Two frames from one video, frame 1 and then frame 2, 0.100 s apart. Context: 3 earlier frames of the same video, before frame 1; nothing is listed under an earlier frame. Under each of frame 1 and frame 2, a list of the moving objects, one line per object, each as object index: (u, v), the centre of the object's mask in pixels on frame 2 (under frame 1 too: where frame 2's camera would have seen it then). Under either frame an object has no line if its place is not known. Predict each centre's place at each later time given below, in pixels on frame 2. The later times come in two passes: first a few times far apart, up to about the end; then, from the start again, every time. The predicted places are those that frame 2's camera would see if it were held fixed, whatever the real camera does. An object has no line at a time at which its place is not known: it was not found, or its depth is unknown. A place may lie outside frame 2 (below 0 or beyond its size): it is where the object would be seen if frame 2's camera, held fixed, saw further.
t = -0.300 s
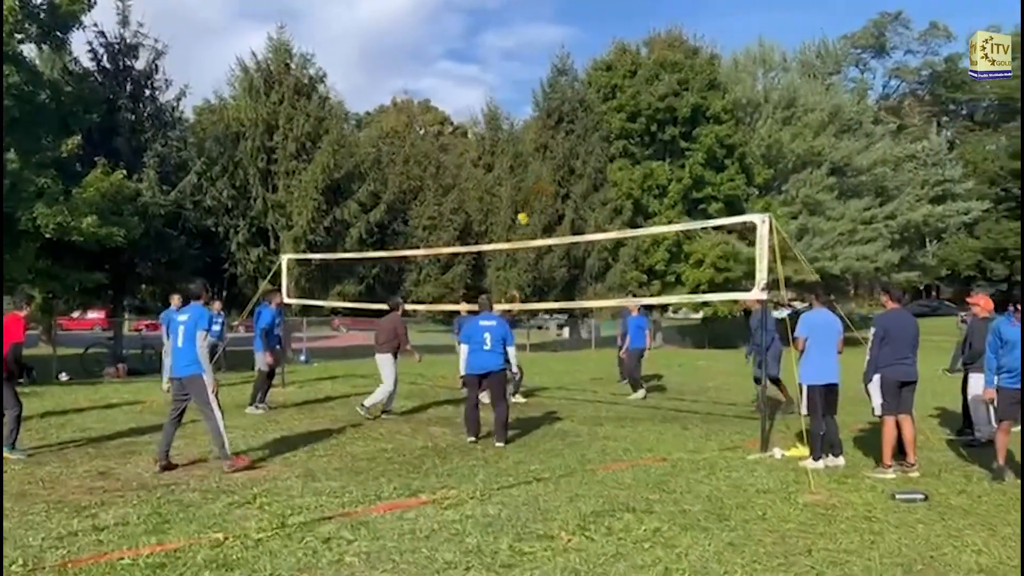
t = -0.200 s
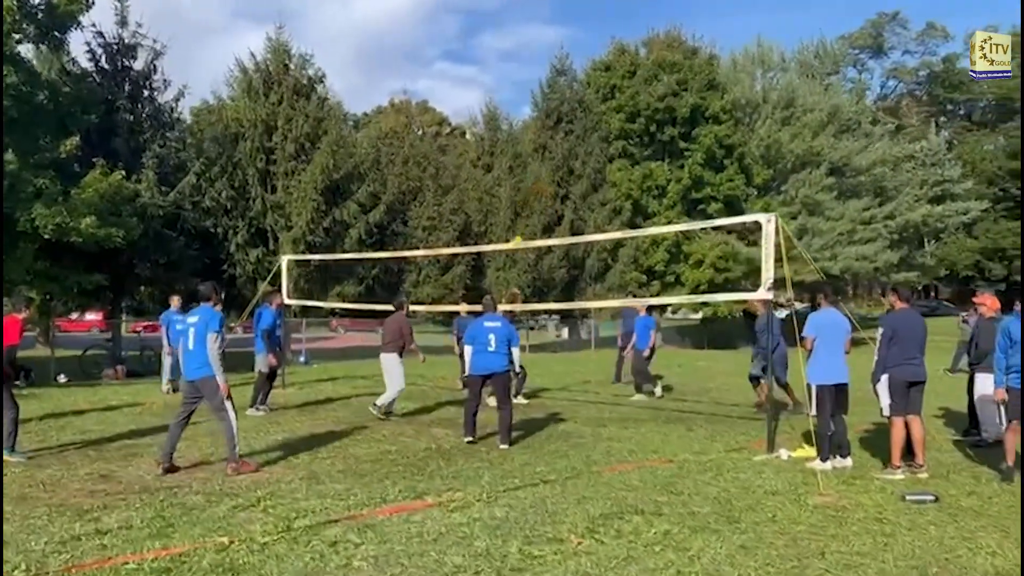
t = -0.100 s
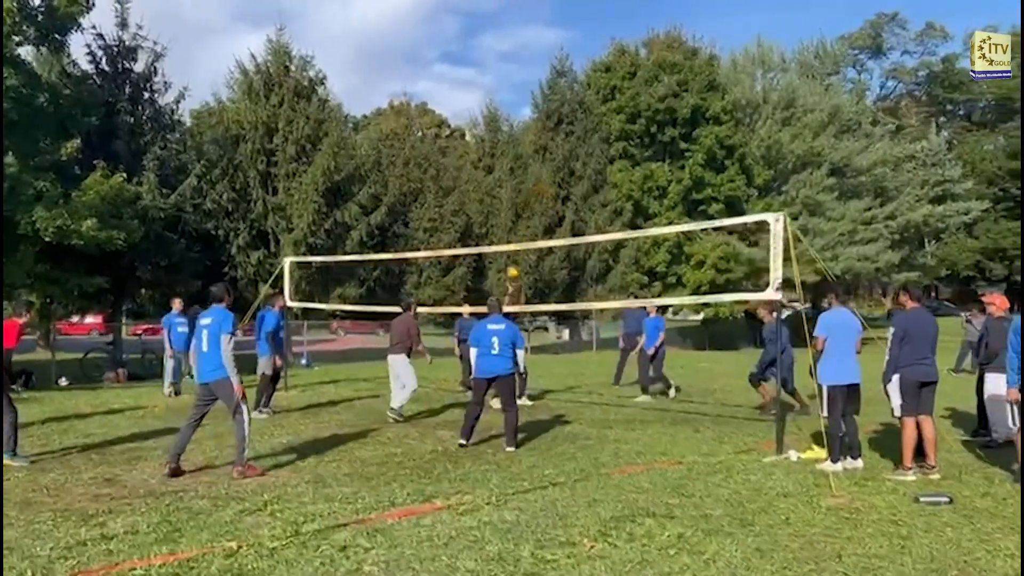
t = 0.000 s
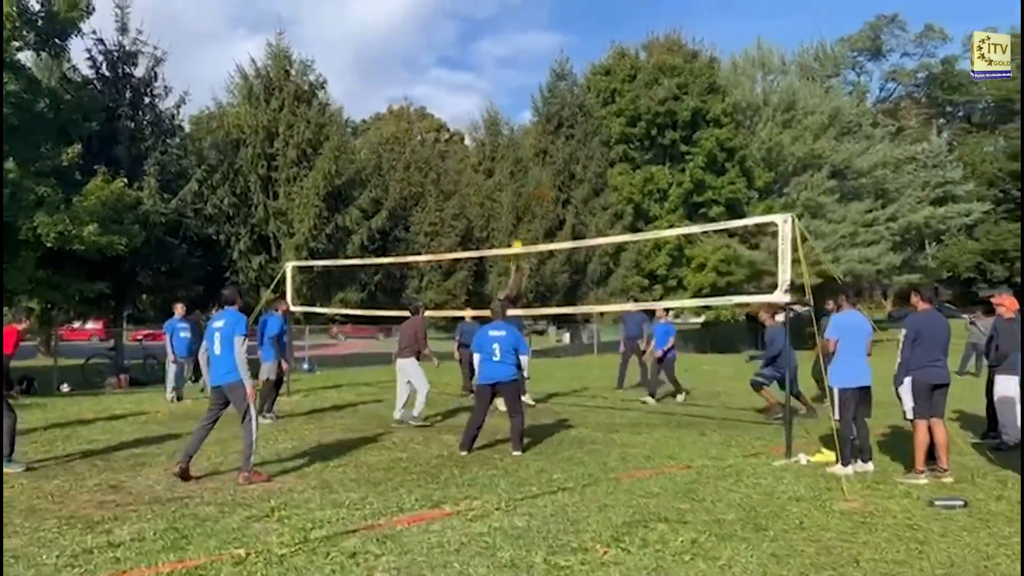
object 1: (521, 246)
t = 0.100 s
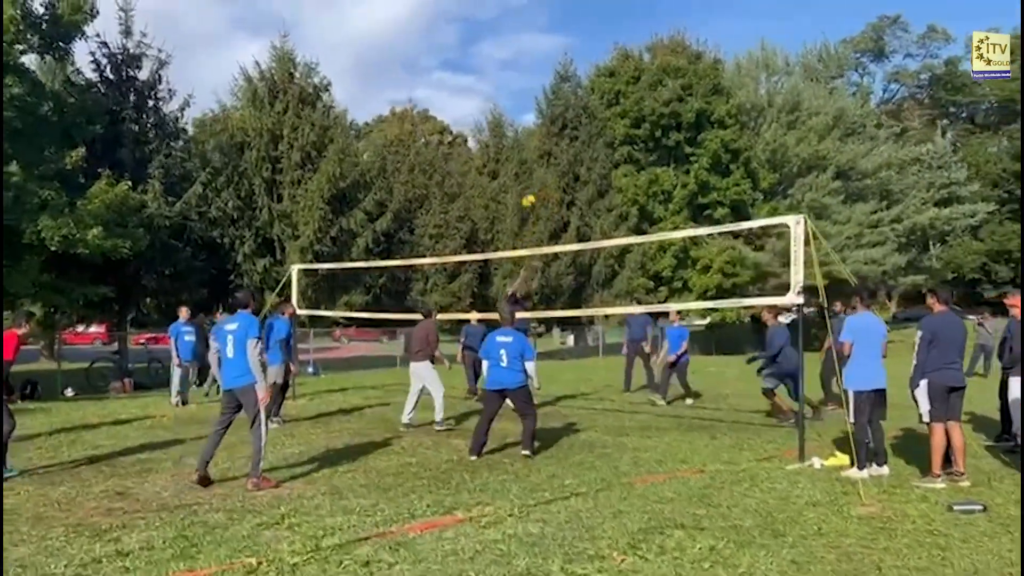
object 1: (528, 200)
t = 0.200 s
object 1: (535, 159)
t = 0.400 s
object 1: (552, 94)
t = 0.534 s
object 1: (563, 64)
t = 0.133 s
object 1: (531, 186)
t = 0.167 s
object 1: (532, 172)
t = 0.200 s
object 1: (535, 159)
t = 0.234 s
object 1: (537, 146)
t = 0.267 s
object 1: (541, 133)
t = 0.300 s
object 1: (545, 122)
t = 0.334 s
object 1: (548, 111)
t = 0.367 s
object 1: (550, 103)
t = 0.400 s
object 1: (552, 94)
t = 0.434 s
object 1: (556, 85)
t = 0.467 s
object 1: (558, 77)
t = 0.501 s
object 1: (560, 70)
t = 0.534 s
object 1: (563, 64)
